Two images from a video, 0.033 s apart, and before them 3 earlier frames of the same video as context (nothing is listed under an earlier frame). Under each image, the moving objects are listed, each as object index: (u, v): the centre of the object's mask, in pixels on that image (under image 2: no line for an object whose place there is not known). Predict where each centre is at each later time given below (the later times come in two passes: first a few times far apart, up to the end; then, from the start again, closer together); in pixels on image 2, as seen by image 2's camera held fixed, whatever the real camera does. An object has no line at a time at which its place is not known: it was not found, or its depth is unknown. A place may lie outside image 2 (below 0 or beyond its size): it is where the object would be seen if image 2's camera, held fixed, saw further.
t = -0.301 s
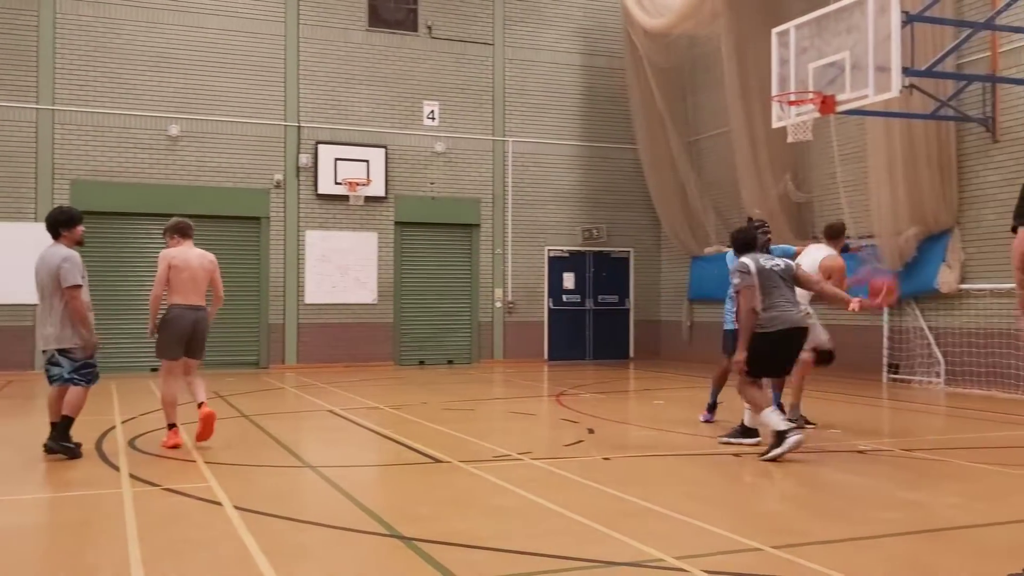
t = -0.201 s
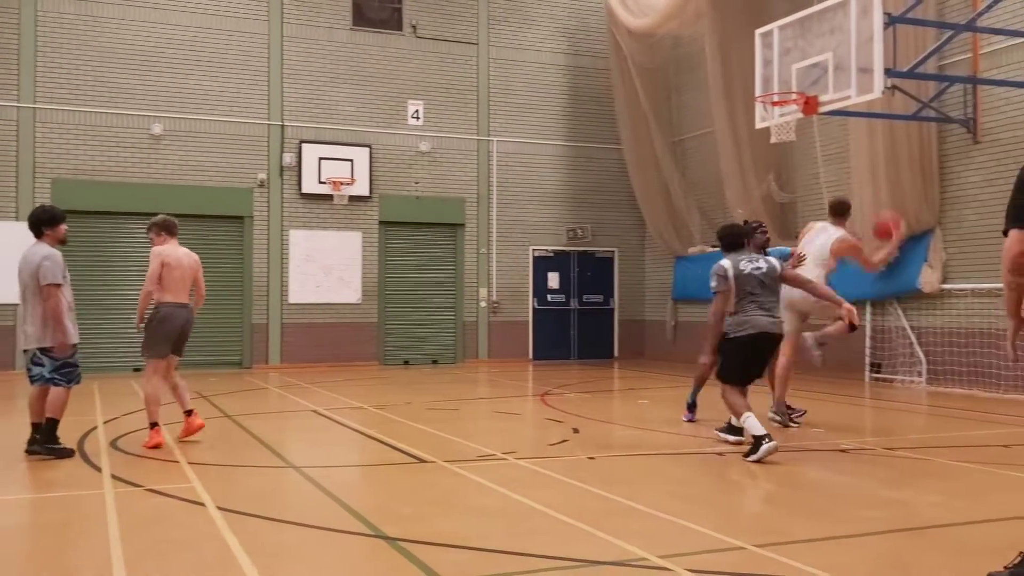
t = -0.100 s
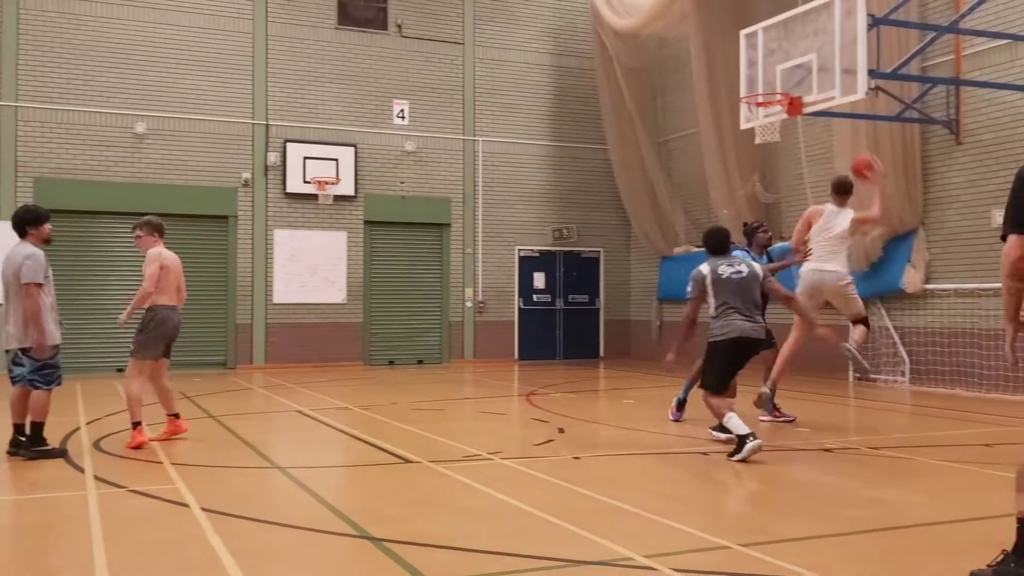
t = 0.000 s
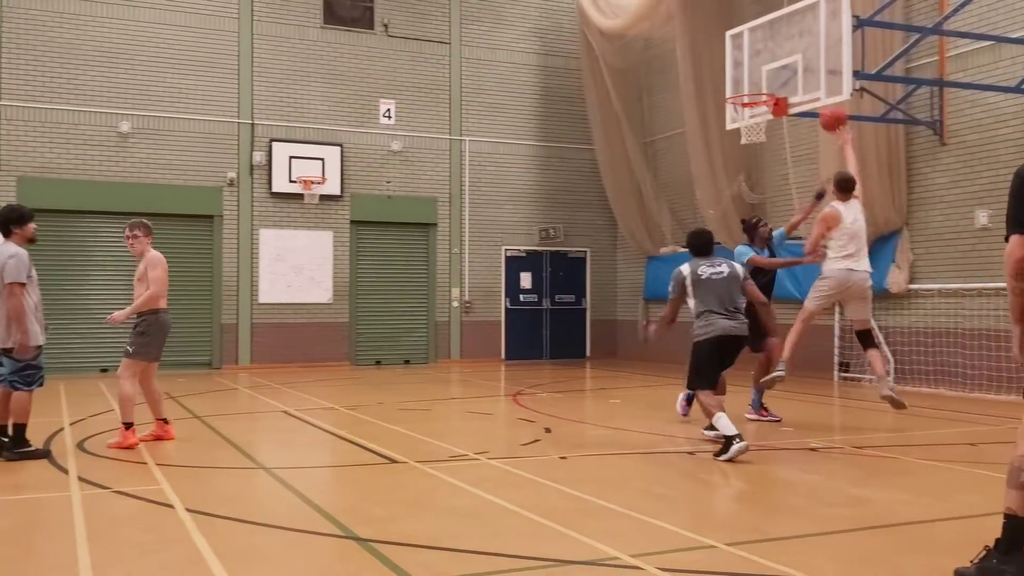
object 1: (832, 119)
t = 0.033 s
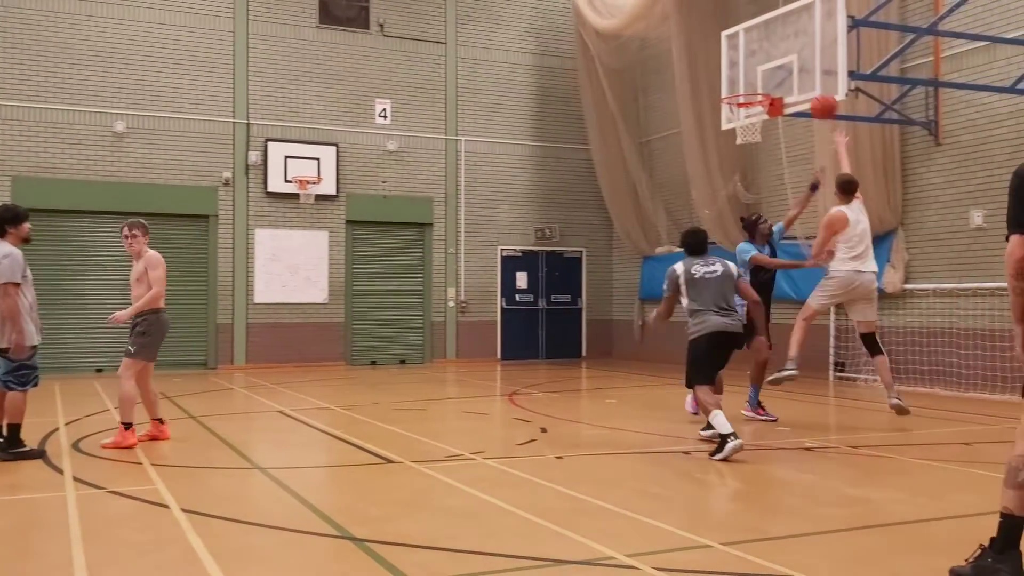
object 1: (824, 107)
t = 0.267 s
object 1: (786, 64)
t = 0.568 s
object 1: (738, 108)
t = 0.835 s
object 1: (760, 125)
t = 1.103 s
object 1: (750, 149)
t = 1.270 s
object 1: (737, 195)
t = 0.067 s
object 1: (818, 96)
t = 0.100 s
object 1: (814, 86)
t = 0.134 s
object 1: (809, 77)
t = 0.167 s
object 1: (805, 70)
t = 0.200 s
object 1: (801, 65)
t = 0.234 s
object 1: (794, 64)
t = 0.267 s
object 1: (786, 64)
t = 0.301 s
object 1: (779, 66)
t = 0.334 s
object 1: (773, 68)
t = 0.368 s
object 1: (766, 71)
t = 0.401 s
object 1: (758, 76)
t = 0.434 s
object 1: (752, 82)
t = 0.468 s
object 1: (745, 89)
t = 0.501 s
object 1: (739, 95)
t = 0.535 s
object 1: (738, 103)
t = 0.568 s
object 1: (738, 108)
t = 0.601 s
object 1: (741, 114)
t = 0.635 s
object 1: (745, 118)
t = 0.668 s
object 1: (747, 117)
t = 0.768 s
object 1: (755, 125)
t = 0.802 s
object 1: (758, 124)
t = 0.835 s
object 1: (760, 125)
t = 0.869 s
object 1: (761, 126)
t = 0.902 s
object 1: (761, 128)
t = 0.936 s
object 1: (758, 130)
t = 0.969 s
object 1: (758, 132)
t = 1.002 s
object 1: (756, 136)
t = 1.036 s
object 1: (754, 139)
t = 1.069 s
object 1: (752, 144)
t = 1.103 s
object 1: (750, 149)
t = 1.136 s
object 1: (746, 156)
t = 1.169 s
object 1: (744, 164)
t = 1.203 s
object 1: (742, 174)
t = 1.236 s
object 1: (739, 184)
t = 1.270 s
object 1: (737, 195)
